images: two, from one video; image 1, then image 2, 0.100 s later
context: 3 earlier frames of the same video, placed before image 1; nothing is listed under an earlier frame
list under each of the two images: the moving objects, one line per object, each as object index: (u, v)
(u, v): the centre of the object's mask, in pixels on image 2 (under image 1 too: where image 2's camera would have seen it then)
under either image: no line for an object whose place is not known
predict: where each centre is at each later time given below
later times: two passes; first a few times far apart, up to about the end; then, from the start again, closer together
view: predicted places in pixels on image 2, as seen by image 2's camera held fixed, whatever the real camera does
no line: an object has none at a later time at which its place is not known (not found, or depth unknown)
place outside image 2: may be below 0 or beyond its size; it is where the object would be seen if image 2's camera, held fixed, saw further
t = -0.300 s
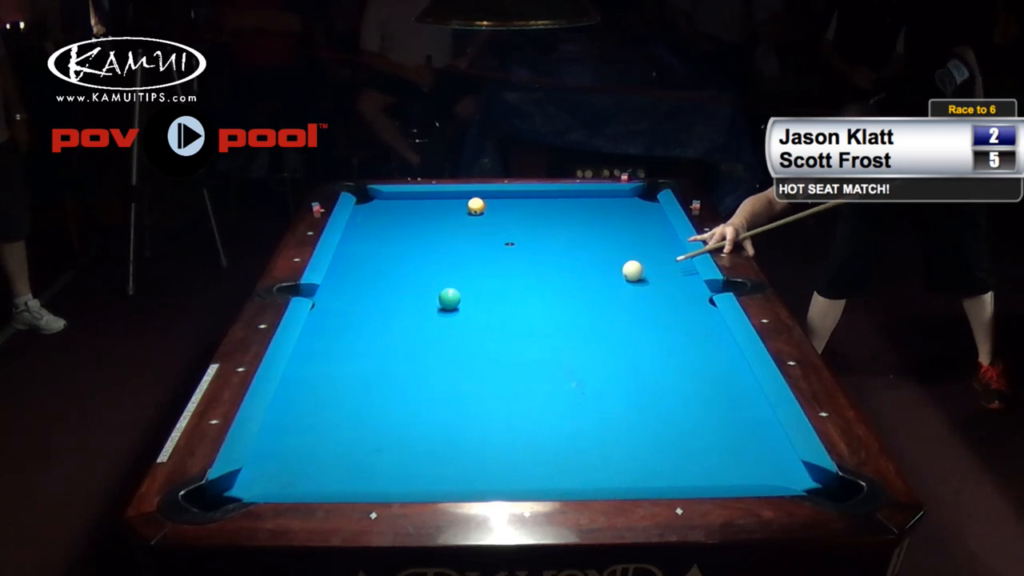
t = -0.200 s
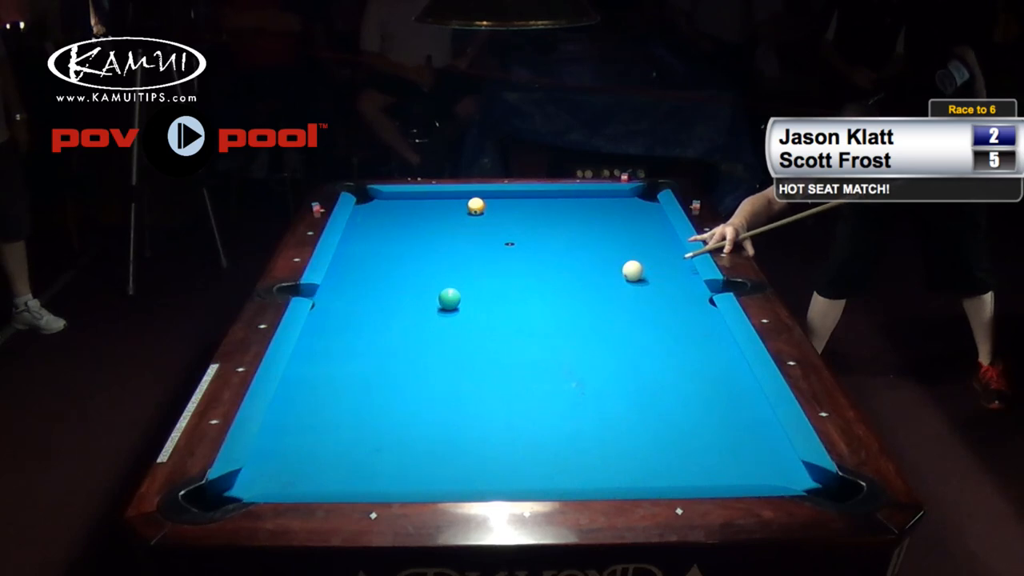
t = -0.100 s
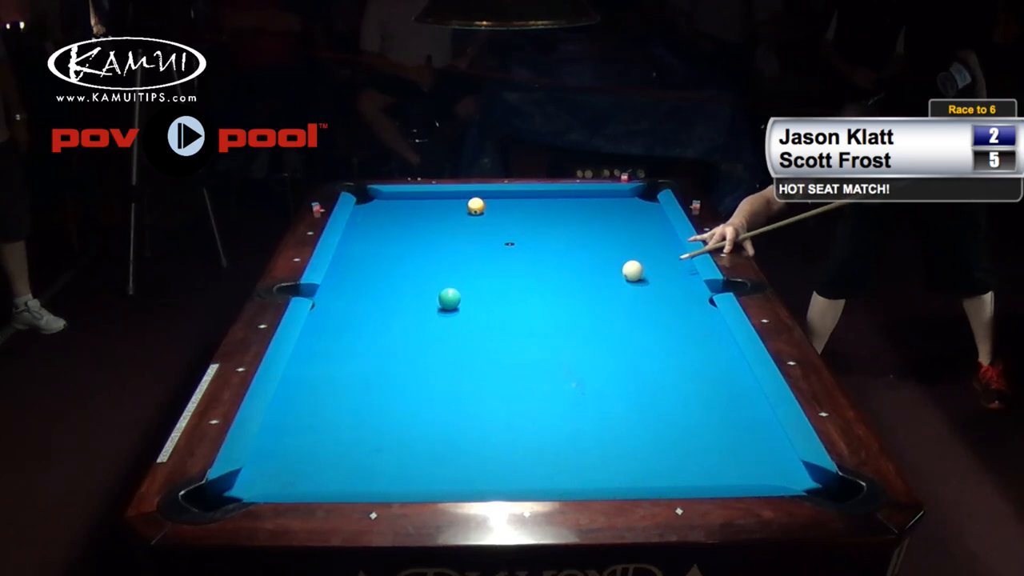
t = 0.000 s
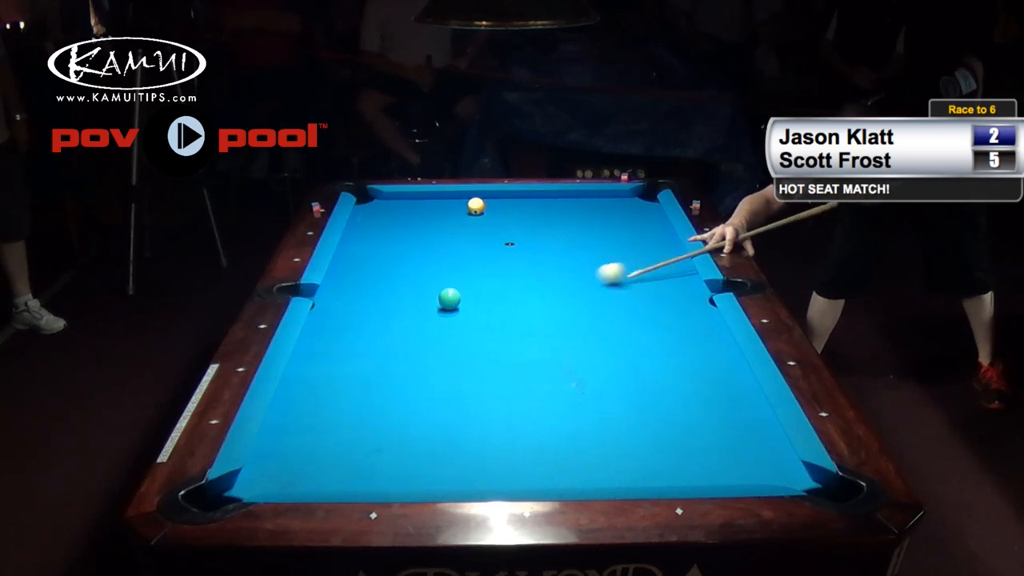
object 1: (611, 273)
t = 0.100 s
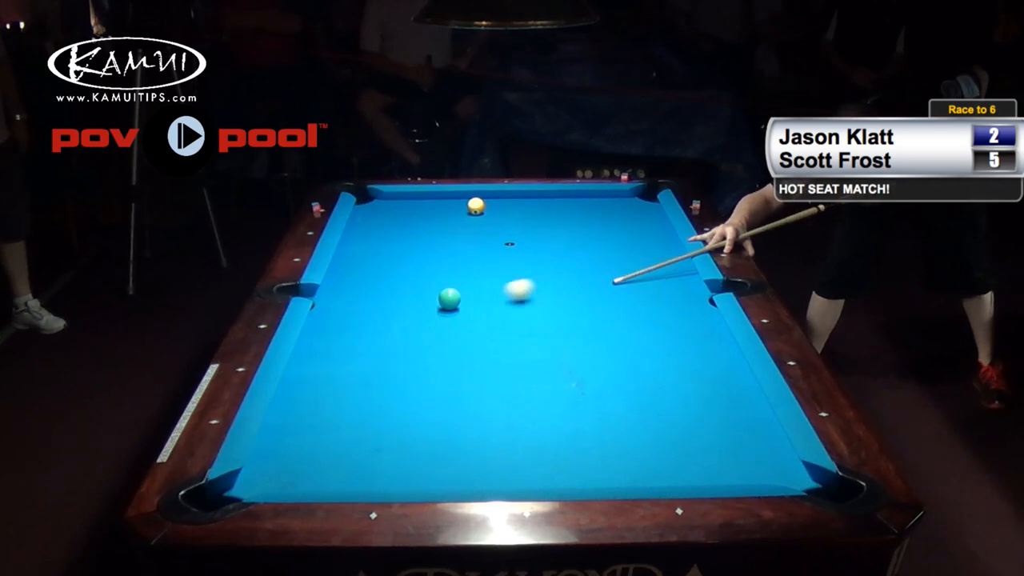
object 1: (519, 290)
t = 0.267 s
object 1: (466, 317)
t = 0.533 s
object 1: (463, 355)
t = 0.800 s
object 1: (458, 399)
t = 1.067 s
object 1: (453, 449)
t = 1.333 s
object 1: (461, 474)
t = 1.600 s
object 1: (494, 446)
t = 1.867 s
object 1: (523, 420)
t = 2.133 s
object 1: (547, 398)
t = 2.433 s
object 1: (571, 377)
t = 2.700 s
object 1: (589, 360)
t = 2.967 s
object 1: (605, 346)
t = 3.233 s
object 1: (619, 333)
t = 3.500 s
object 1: (630, 321)
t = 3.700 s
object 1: (638, 314)
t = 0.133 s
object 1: (489, 295)
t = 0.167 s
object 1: (471, 301)
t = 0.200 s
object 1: (469, 307)
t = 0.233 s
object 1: (468, 312)
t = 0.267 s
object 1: (466, 317)
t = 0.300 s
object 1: (466, 322)
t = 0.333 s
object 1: (465, 327)
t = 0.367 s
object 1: (465, 331)
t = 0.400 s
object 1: (464, 336)
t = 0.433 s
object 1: (464, 340)
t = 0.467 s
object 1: (463, 345)
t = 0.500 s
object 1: (463, 350)
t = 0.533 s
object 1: (463, 355)
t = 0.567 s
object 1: (462, 360)
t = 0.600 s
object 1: (461, 366)
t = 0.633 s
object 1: (461, 371)
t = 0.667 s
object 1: (460, 376)
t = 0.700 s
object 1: (460, 382)
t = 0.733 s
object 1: (459, 388)
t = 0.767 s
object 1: (459, 393)
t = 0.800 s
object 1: (458, 399)
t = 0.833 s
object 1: (458, 405)
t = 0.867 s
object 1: (457, 411)
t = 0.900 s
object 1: (456, 417)
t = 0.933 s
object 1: (456, 423)
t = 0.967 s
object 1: (455, 430)
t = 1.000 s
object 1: (454, 436)
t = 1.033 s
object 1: (454, 443)
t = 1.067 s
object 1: (453, 449)
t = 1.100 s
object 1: (452, 456)
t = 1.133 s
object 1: (451, 463)
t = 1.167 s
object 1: (450, 470)
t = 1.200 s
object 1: (449, 476)
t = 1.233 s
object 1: (449, 480)
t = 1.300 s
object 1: (456, 477)
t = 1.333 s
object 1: (461, 474)
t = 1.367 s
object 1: (466, 471)
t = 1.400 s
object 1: (470, 467)
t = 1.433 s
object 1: (474, 464)
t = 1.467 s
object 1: (478, 459)
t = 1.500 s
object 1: (482, 456)
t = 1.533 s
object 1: (486, 453)
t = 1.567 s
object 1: (490, 449)
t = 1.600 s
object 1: (494, 446)
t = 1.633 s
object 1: (498, 443)
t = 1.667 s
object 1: (502, 439)
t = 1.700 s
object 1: (505, 436)
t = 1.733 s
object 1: (509, 433)
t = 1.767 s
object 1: (512, 429)
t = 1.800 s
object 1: (516, 426)
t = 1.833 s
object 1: (519, 423)
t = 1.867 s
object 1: (523, 420)
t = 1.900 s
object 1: (526, 417)
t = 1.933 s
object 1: (529, 414)
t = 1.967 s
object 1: (532, 412)
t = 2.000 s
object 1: (536, 409)
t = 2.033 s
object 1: (538, 406)
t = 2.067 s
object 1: (542, 404)
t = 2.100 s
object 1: (544, 401)
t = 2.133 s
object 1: (547, 398)
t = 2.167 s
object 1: (550, 396)
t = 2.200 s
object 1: (553, 393)
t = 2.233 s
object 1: (556, 391)
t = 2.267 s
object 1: (558, 388)
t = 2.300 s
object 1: (561, 386)
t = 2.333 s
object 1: (564, 384)
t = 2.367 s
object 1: (566, 381)
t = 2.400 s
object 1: (569, 379)
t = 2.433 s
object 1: (571, 377)
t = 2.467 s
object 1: (574, 375)
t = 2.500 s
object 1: (576, 372)
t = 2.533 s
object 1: (578, 370)
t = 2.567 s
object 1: (581, 368)
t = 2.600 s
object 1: (583, 366)
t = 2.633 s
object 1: (585, 364)
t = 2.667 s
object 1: (587, 362)
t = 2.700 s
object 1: (589, 360)
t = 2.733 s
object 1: (591, 358)
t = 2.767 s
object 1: (593, 357)
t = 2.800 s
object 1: (595, 355)
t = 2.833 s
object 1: (597, 353)
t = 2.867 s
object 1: (599, 351)
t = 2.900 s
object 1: (601, 349)
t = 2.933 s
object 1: (603, 348)
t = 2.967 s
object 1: (605, 346)
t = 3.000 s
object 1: (607, 344)
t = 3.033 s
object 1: (609, 343)
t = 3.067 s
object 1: (610, 341)
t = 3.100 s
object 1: (612, 339)
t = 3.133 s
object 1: (614, 338)
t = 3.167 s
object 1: (615, 336)
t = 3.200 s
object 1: (617, 334)
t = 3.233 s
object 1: (619, 333)
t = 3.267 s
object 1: (620, 331)
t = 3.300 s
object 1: (622, 330)
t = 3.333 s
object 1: (623, 328)
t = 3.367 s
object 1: (625, 327)
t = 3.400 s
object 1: (626, 326)
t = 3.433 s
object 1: (628, 324)
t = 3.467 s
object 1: (629, 323)
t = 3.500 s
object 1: (630, 321)
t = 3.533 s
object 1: (632, 320)
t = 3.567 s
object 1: (633, 319)
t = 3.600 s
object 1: (634, 318)
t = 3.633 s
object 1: (635, 316)
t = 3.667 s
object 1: (637, 315)
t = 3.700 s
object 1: (638, 314)
